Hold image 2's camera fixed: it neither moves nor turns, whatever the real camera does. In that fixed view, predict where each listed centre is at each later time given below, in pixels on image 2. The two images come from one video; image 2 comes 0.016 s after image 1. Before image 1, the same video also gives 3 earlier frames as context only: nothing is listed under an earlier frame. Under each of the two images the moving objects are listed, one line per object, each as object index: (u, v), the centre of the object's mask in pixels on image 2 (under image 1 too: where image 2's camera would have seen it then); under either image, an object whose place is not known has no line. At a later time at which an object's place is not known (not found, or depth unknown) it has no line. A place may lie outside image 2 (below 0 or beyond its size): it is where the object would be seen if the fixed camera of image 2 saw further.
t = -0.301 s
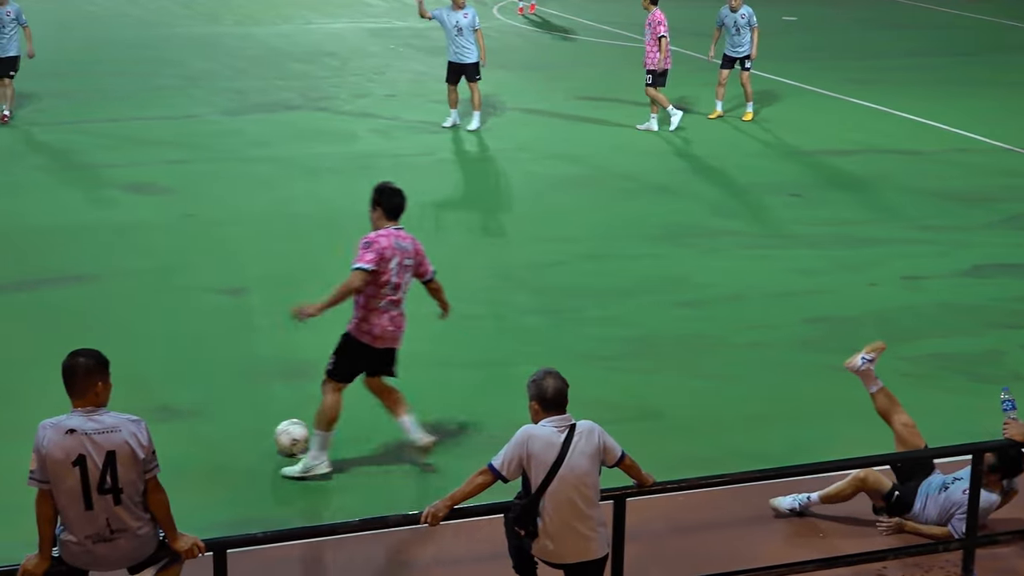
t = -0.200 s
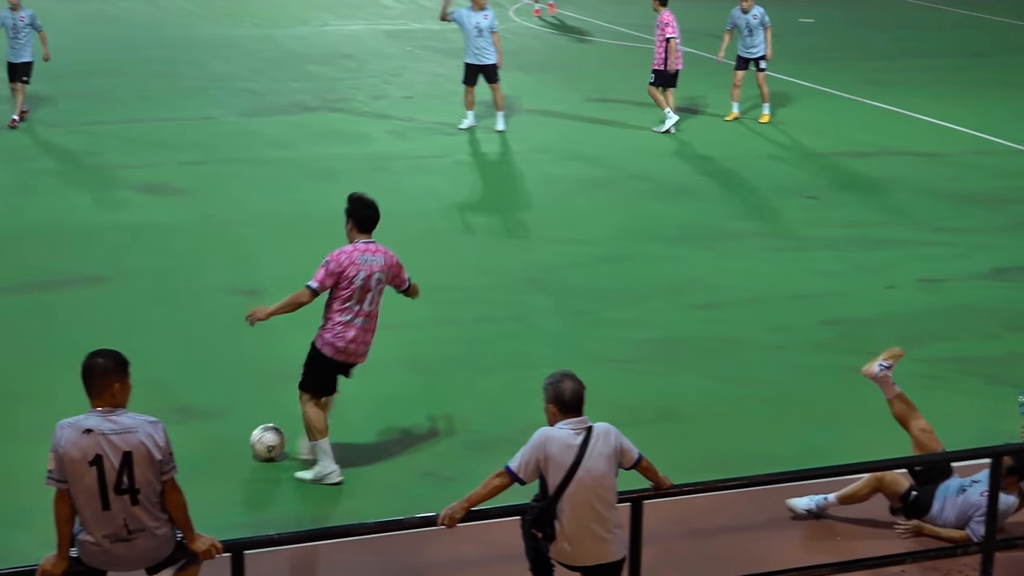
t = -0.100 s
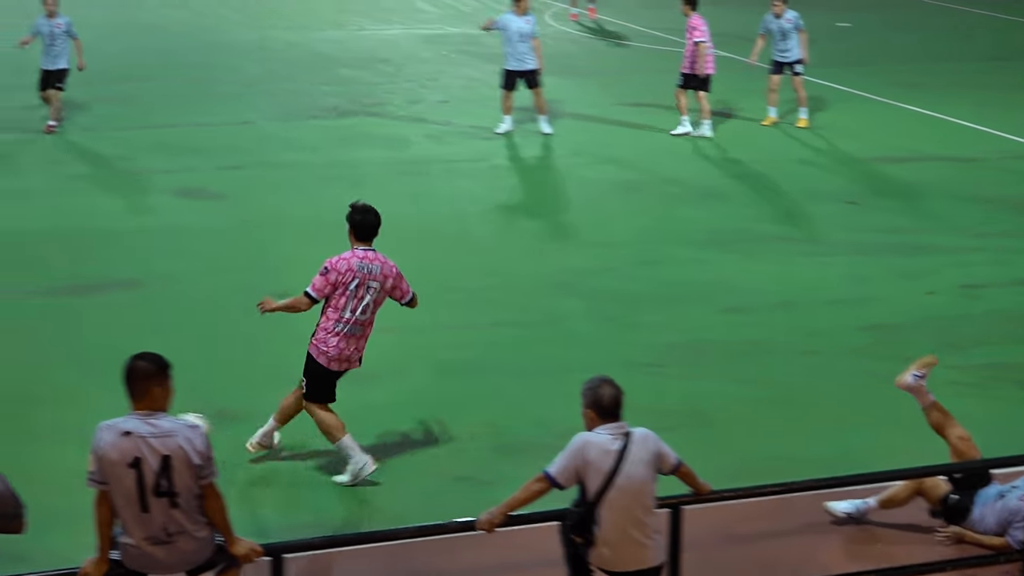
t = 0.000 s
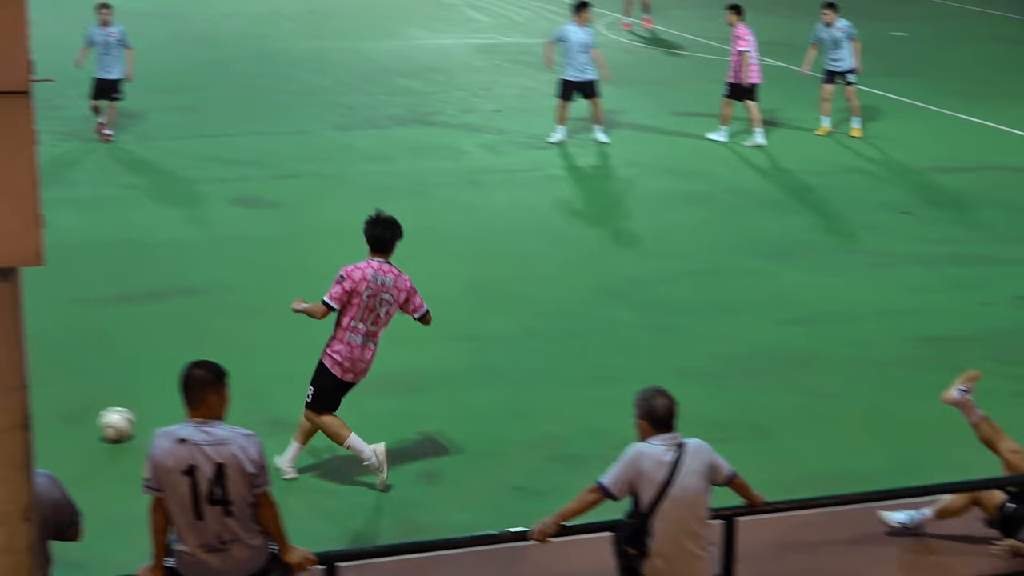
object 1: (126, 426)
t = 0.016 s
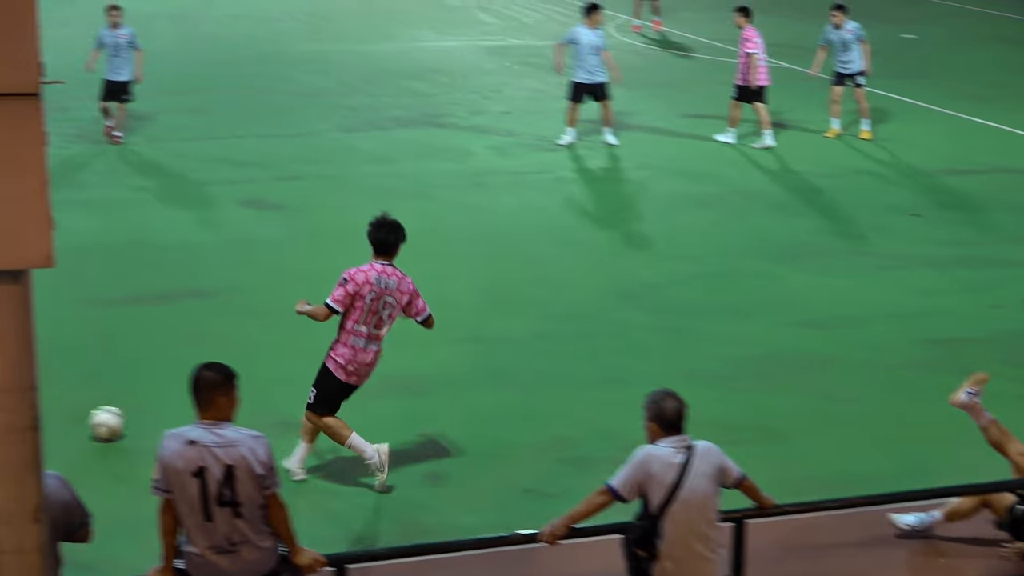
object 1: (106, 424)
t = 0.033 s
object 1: (86, 421)
